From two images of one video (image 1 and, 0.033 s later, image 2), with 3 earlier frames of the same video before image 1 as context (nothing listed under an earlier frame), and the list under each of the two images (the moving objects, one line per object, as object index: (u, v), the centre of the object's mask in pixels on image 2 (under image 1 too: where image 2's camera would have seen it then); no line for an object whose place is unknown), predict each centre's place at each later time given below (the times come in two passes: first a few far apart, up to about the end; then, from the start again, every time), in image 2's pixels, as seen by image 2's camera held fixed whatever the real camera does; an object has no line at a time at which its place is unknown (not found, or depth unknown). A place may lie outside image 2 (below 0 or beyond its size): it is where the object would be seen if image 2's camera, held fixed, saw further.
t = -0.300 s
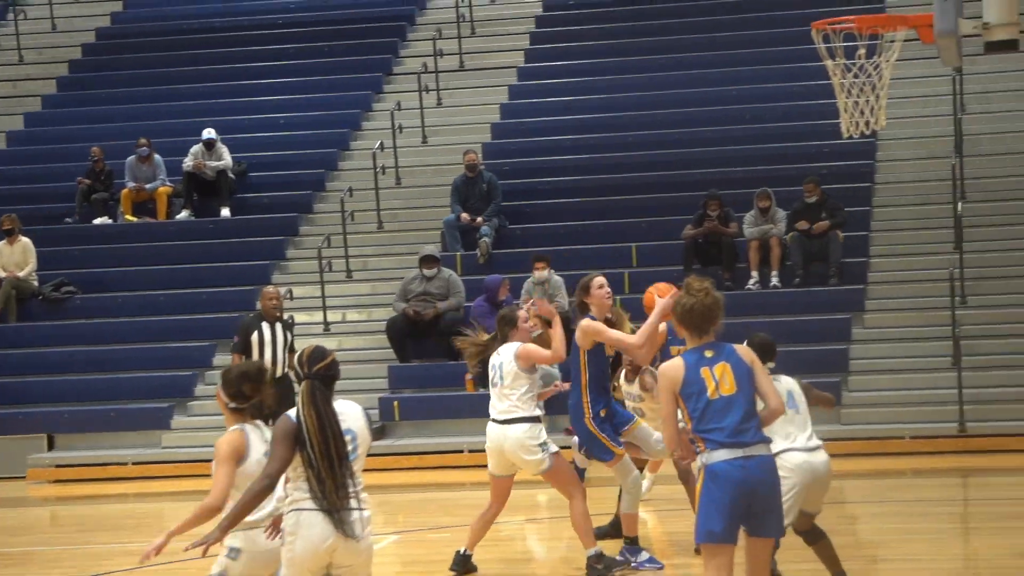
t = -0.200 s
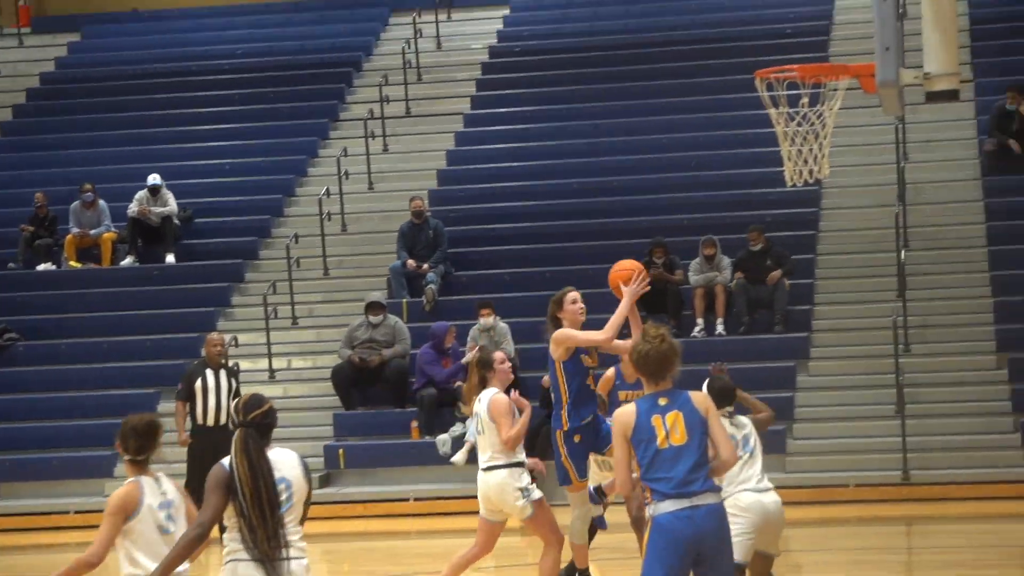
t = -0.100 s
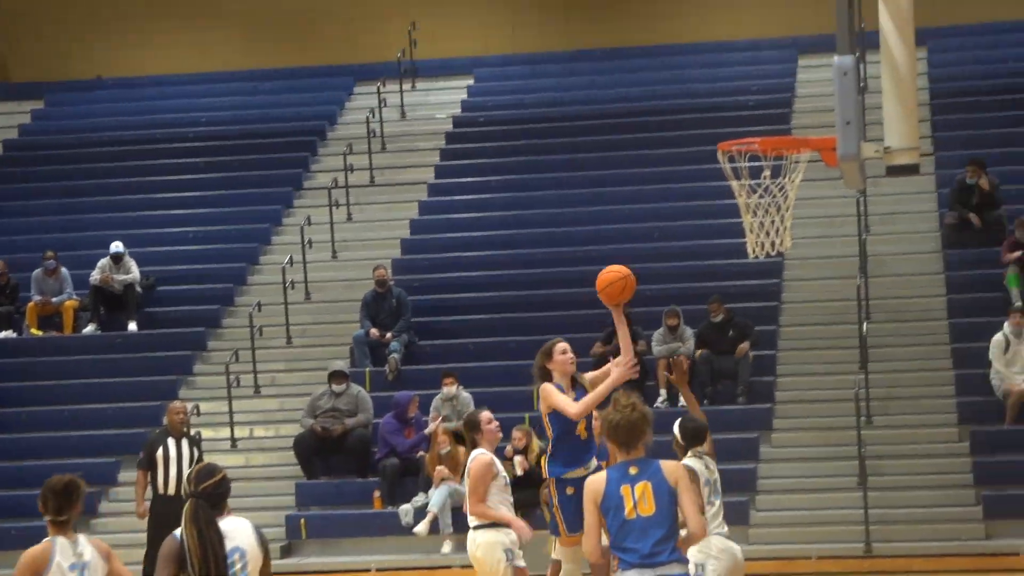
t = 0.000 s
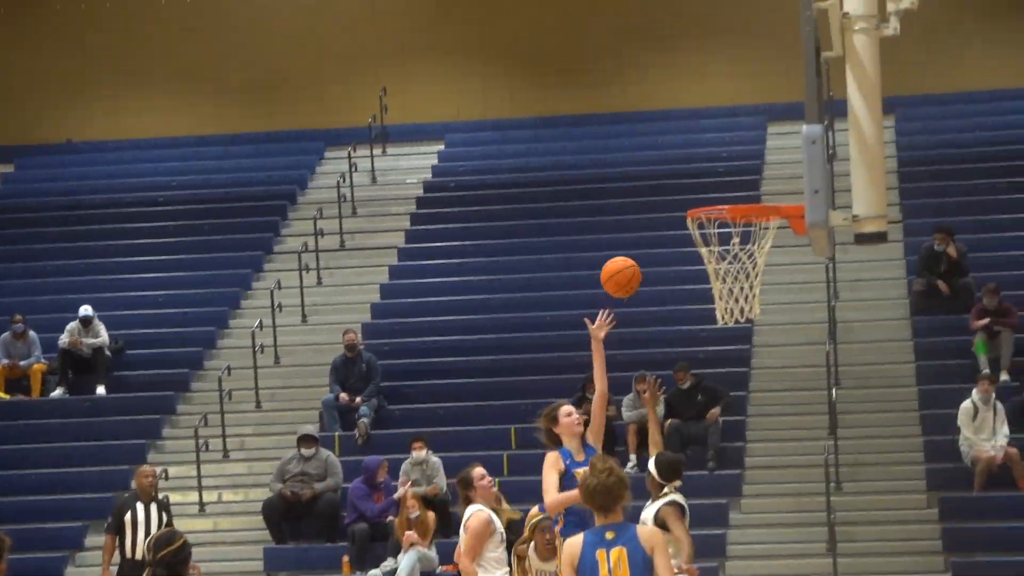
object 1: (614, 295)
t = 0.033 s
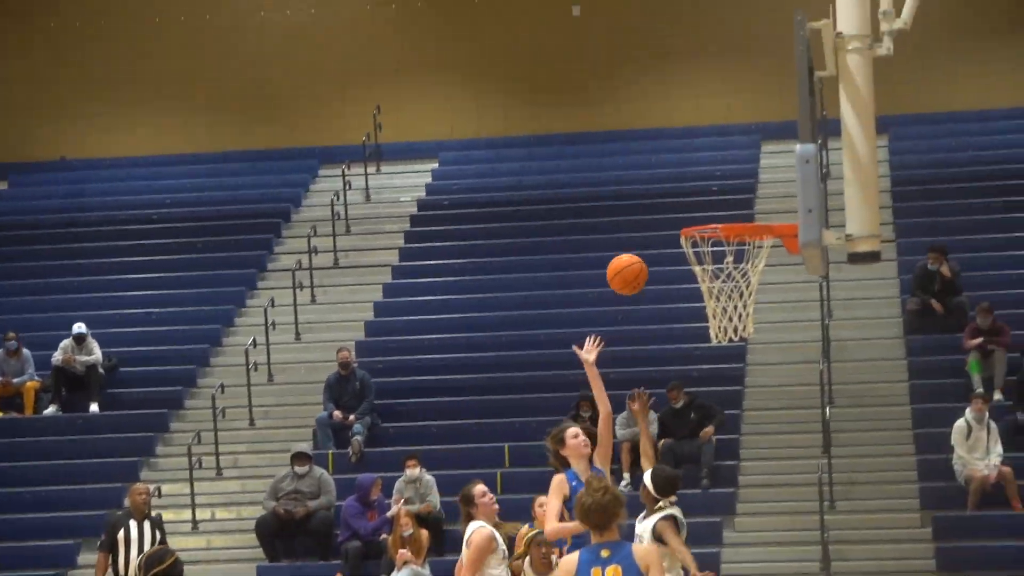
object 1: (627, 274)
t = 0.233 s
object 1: (707, 185)
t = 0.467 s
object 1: (764, 170)
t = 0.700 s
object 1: (717, 208)
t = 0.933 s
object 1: (738, 206)
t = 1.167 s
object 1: (721, 228)
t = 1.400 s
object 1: (769, 290)
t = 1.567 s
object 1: (767, 336)
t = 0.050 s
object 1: (633, 265)
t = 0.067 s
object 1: (640, 255)
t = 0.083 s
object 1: (646, 246)
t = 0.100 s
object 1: (653, 238)
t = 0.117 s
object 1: (659, 229)
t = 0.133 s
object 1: (666, 222)
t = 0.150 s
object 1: (673, 214)
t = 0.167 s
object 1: (680, 208)
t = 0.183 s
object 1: (686, 202)
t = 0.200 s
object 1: (693, 196)
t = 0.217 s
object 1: (700, 191)
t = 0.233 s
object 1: (707, 185)
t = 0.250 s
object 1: (715, 181)
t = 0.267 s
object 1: (722, 177)
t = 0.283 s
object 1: (729, 173)
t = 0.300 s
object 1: (737, 171)
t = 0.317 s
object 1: (744, 169)
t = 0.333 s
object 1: (751, 167)
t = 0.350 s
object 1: (759, 165)
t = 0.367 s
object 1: (766, 164)
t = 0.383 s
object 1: (774, 163)
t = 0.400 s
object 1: (780, 163)
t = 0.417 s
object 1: (782, 164)
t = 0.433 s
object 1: (777, 165)
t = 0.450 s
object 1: (772, 167)
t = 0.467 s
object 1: (764, 170)
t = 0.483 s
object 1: (757, 172)
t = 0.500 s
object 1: (750, 176)
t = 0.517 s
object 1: (743, 180)
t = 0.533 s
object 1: (736, 185)
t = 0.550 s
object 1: (729, 190)
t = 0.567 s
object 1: (722, 196)
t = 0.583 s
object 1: (715, 202)
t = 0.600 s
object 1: (707, 208)
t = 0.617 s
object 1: (700, 213)
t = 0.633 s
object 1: (698, 215)
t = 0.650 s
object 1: (702, 212)
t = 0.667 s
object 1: (707, 210)
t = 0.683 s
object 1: (712, 209)
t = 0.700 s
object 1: (717, 208)
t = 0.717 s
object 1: (722, 207)
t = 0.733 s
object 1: (727, 206)
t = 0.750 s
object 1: (732, 206)
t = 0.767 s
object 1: (736, 206)
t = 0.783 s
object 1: (741, 207)
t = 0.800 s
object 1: (746, 208)
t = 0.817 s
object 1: (751, 209)
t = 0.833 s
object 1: (756, 211)
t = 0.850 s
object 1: (758, 211)
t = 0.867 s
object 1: (754, 210)
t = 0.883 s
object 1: (749, 208)
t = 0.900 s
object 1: (746, 207)
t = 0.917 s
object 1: (742, 206)
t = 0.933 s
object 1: (738, 206)
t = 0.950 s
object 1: (733, 206)
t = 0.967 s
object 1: (729, 206)
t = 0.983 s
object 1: (726, 207)
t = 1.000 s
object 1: (722, 208)
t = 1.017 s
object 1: (718, 209)
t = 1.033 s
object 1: (714, 211)
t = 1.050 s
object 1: (710, 213)
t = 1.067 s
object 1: (706, 215)
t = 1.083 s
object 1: (703, 223)
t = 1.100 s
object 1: (705, 224)
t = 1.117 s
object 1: (709, 224)
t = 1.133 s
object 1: (713, 226)
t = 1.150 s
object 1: (717, 227)
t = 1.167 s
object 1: (721, 228)
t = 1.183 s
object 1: (725, 237)
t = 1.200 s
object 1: (729, 239)
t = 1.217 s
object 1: (732, 243)
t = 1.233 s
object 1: (738, 251)
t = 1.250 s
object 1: (742, 254)
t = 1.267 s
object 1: (748, 257)
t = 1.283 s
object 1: (753, 261)
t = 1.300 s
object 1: (757, 267)
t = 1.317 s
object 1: (760, 272)
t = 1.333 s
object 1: (763, 277)
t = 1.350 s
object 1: (766, 281)
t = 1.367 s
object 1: (768, 285)
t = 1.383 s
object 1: (768, 287)
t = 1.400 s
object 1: (769, 290)
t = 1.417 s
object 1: (770, 293)
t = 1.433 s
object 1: (770, 295)
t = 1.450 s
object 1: (768, 298)
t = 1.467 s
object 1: (768, 302)
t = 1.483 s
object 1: (769, 307)
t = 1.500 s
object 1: (768, 312)
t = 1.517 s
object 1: (769, 317)
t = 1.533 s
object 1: (769, 324)
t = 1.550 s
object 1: (769, 330)
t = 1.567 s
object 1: (767, 336)
